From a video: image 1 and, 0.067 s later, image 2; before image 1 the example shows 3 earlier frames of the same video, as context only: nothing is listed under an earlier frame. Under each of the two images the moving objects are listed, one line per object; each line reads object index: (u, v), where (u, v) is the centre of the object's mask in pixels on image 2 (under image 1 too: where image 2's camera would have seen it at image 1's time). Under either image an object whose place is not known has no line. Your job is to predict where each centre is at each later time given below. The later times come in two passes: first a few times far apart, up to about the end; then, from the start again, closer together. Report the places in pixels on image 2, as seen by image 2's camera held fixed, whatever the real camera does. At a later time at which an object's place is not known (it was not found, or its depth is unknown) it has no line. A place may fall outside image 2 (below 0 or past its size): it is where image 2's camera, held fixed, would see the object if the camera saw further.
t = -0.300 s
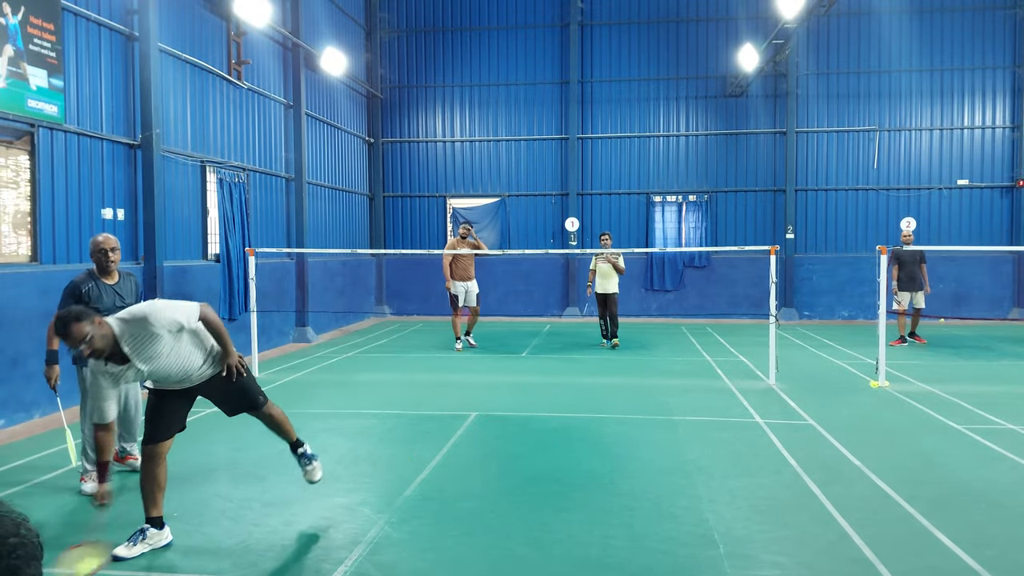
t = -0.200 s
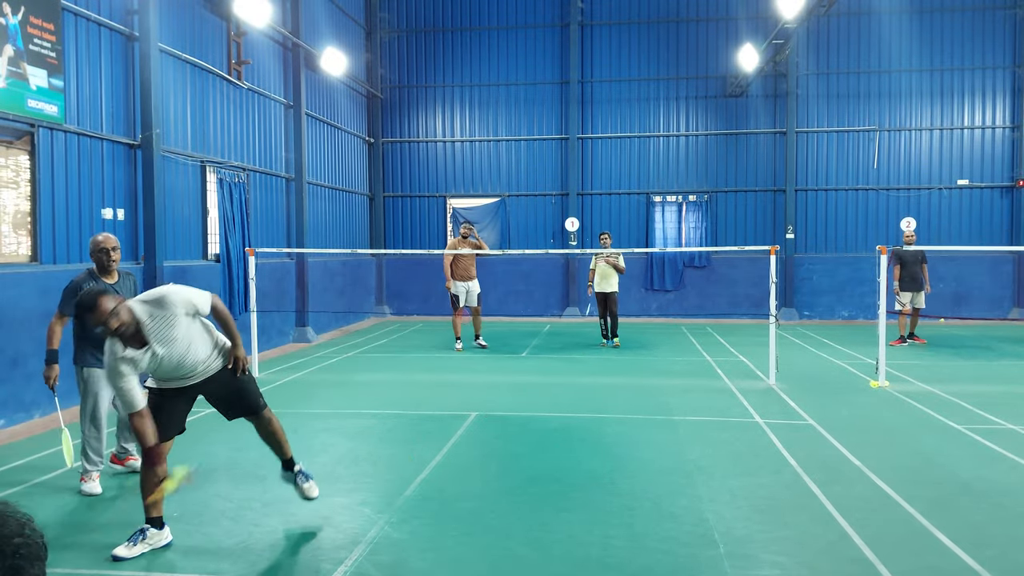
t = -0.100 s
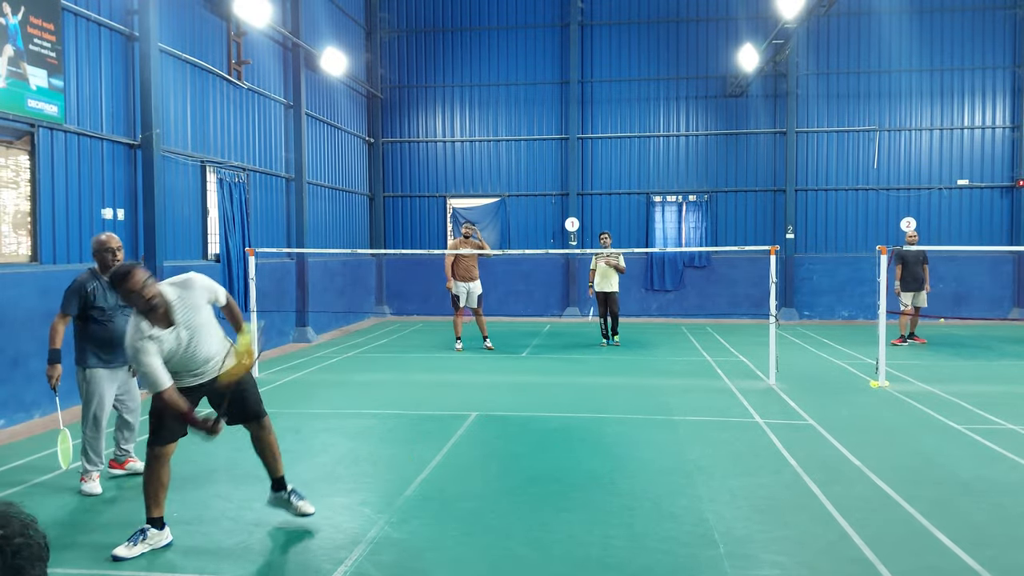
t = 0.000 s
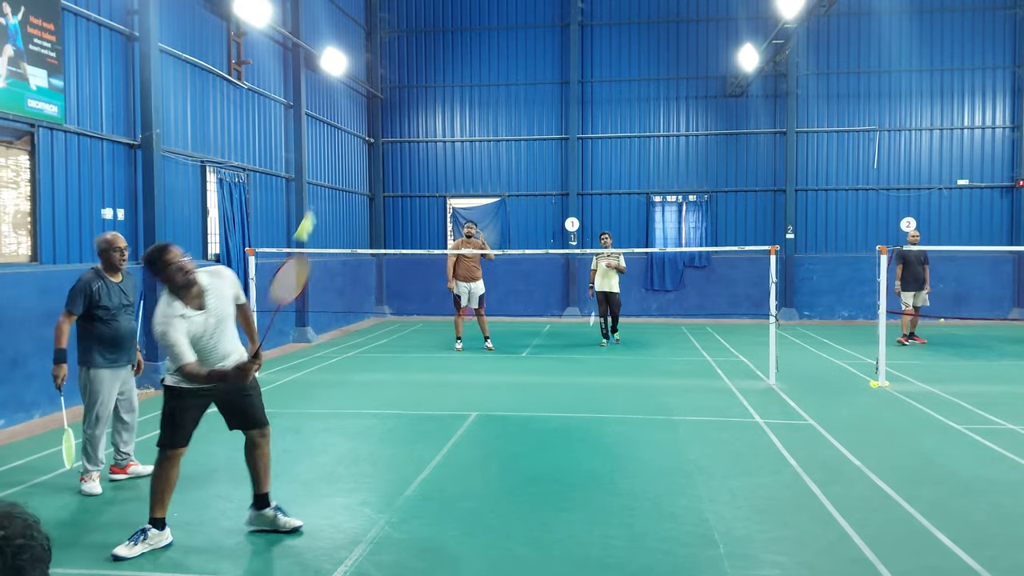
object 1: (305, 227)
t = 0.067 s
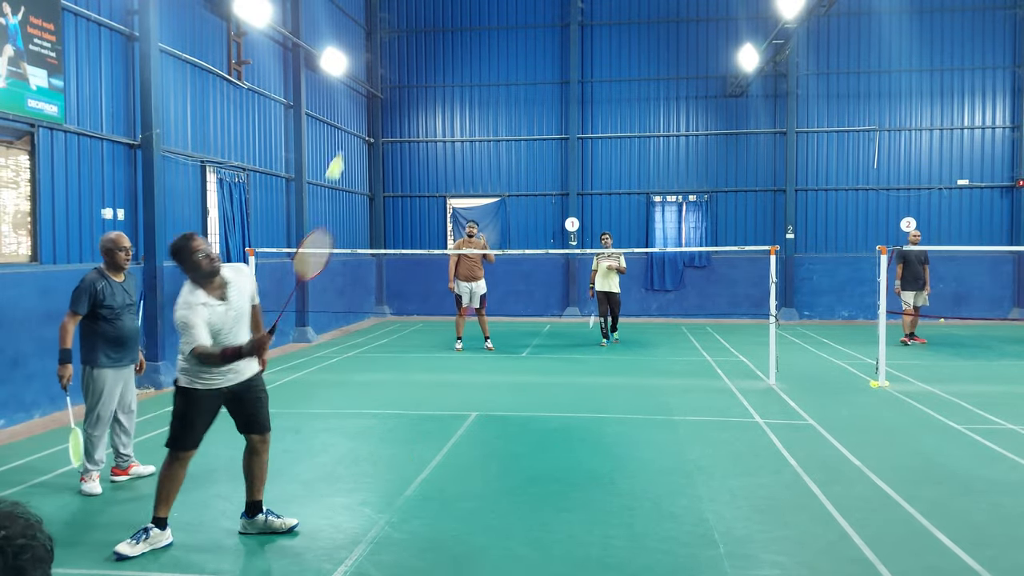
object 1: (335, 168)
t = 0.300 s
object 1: (420, 62)
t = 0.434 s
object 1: (462, 57)
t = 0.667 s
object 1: (531, 124)
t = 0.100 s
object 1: (347, 145)
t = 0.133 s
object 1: (359, 122)
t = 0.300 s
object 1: (420, 62)
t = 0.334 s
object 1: (430, 58)
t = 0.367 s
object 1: (441, 55)
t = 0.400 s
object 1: (452, 55)
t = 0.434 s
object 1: (462, 57)
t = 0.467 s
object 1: (472, 60)
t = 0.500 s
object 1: (482, 65)
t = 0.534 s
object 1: (492, 73)
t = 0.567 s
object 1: (503, 83)
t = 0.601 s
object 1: (512, 94)
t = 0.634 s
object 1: (522, 108)
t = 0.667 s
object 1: (531, 124)
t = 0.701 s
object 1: (540, 140)
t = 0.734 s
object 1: (548, 159)
